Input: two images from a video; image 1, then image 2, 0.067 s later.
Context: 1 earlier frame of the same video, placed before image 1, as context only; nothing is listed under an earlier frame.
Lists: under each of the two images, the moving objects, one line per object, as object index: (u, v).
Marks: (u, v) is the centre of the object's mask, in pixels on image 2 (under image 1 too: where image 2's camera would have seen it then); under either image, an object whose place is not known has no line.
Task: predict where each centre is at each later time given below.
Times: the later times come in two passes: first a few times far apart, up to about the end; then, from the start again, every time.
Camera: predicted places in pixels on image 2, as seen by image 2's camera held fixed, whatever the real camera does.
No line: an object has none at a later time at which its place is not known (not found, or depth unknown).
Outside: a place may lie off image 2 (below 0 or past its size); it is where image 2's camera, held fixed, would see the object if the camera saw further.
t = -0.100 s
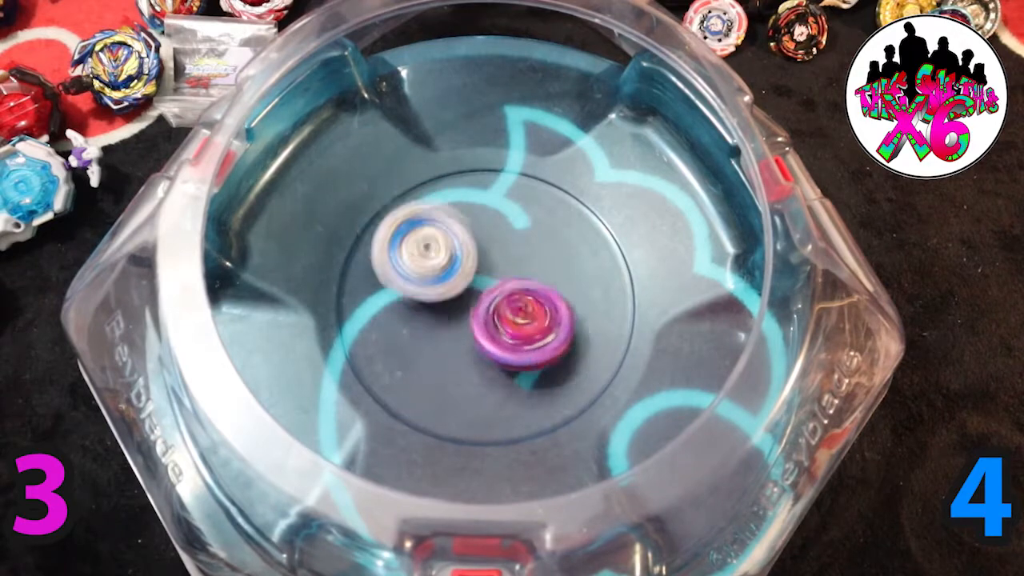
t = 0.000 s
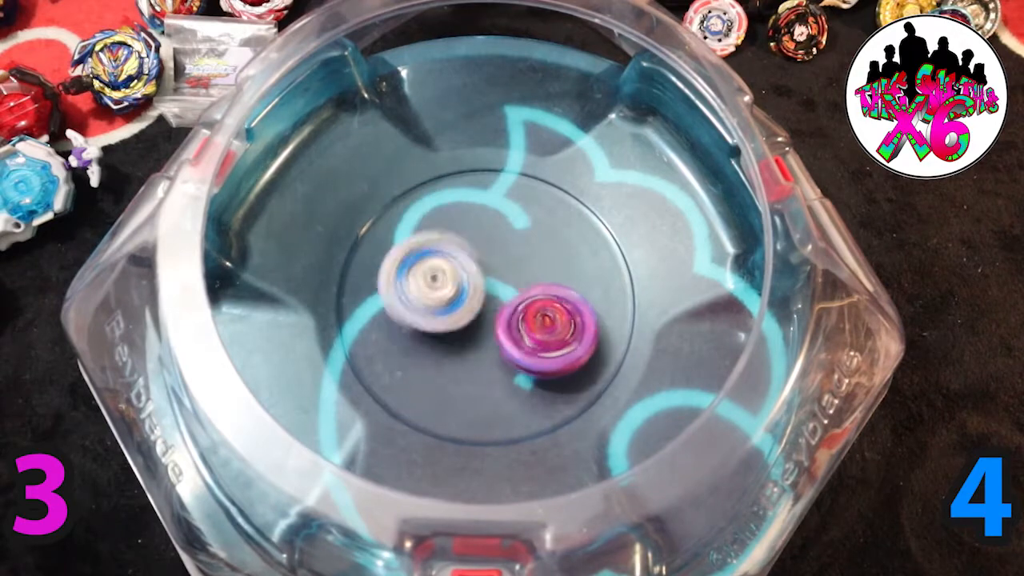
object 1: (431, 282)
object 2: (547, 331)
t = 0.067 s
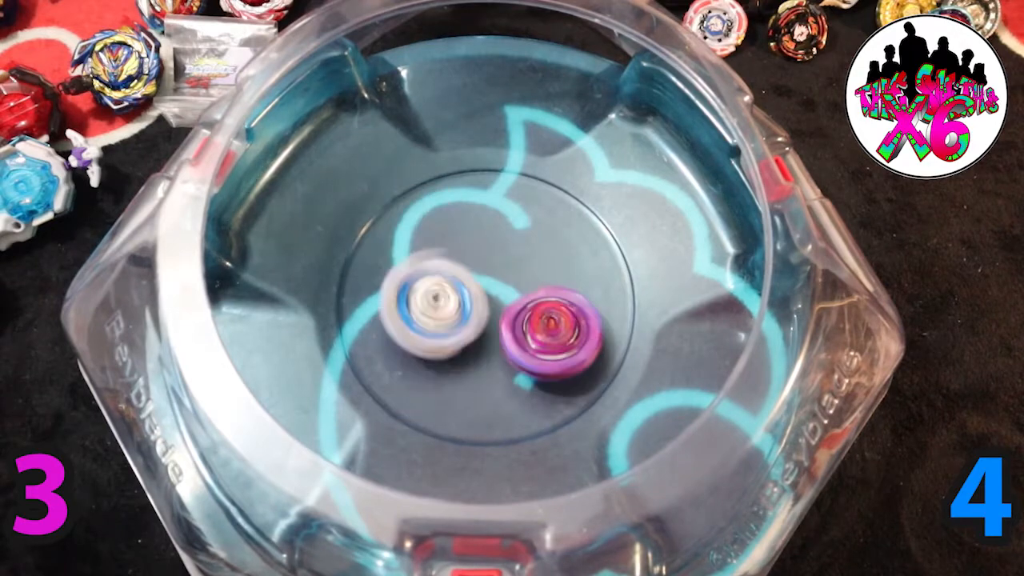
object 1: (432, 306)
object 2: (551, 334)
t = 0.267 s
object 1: (428, 360)
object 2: (541, 333)
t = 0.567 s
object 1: (424, 374)
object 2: (506, 303)
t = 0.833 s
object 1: (458, 371)
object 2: (546, 174)
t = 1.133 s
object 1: (541, 374)
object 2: (501, 205)
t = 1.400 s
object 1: (540, 388)
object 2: (468, 205)
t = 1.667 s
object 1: (544, 332)
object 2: (420, 266)
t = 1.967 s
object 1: (498, 283)
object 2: (393, 241)
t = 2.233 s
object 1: (502, 281)
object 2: (387, 244)
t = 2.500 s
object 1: (516, 310)
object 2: (415, 288)
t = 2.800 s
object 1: (542, 276)
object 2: (419, 356)
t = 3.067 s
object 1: (524, 297)
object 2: (466, 355)
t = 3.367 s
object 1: (499, 269)
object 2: (458, 378)
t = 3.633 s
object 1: (459, 263)
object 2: (457, 358)
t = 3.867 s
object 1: (458, 260)
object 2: (445, 352)
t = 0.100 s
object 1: (432, 315)
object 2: (550, 334)
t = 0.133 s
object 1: (435, 326)
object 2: (549, 334)
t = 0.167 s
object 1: (432, 337)
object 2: (546, 334)
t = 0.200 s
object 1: (433, 343)
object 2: (545, 334)
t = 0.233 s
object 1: (431, 354)
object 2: (543, 333)
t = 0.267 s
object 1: (428, 360)
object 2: (541, 333)
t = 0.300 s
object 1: (429, 367)
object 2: (539, 333)
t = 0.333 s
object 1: (424, 376)
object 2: (537, 332)
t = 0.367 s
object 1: (422, 379)
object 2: (535, 331)
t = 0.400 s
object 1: (422, 387)
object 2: (531, 329)
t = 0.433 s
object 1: (416, 388)
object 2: (528, 326)
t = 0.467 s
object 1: (417, 385)
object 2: (522, 322)
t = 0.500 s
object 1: (417, 385)
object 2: (517, 317)
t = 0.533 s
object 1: (420, 378)
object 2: (511, 311)
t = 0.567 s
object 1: (424, 374)
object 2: (506, 303)
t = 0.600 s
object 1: (427, 367)
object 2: (500, 294)
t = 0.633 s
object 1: (431, 377)
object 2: (502, 266)
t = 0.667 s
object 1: (431, 379)
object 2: (507, 238)
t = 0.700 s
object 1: (438, 382)
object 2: (514, 212)
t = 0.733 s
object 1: (441, 377)
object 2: (522, 192)
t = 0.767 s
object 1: (446, 379)
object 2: (534, 175)
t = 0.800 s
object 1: (454, 374)
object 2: (539, 172)
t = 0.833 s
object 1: (458, 371)
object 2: (546, 174)
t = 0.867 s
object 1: (469, 365)
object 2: (548, 179)
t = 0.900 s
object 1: (473, 361)
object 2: (548, 189)
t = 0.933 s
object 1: (483, 358)
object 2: (545, 199)
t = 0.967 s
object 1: (489, 352)
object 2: (540, 209)
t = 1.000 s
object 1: (499, 348)
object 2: (534, 220)
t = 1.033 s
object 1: (508, 341)
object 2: (529, 228)
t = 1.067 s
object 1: (514, 338)
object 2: (523, 239)
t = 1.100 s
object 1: (529, 356)
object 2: (511, 226)
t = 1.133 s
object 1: (541, 374)
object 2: (501, 205)
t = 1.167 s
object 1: (547, 387)
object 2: (490, 185)
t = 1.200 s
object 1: (554, 396)
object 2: (484, 171)
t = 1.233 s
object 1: (560, 401)
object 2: (477, 162)
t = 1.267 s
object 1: (557, 401)
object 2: (475, 162)
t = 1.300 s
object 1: (548, 399)
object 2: (470, 167)
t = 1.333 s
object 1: (541, 398)
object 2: (468, 177)
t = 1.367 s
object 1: (540, 394)
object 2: (468, 192)
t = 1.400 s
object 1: (540, 388)
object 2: (468, 205)
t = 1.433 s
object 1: (537, 379)
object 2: (470, 220)
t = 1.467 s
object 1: (533, 372)
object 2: (471, 233)
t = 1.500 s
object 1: (532, 365)
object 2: (471, 245)
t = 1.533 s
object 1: (532, 356)
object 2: (469, 255)
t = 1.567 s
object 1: (531, 346)
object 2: (466, 265)
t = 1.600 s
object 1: (531, 338)
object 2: (456, 270)
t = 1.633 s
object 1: (539, 335)
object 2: (437, 270)
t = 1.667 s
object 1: (544, 332)
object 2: (420, 266)
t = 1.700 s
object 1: (545, 327)
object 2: (405, 263)
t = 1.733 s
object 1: (542, 320)
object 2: (394, 258)
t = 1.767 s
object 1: (537, 313)
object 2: (387, 254)
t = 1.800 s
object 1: (532, 307)
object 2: (382, 248)
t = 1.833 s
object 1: (526, 301)
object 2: (380, 246)
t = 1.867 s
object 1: (520, 295)
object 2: (383, 243)
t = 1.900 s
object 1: (513, 290)
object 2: (385, 242)
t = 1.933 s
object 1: (505, 286)
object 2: (388, 241)
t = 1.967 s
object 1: (498, 283)
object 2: (393, 241)
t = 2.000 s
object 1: (494, 281)
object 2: (395, 241)
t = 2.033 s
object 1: (503, 281)
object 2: (385, 239)
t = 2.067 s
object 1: (510, 280)
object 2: (380, 238)
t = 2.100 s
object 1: (510, 280)
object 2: (379, 238)
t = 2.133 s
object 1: (507, 279)
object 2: (381, 241)
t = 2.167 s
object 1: (500, 279)
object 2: (387, 242)
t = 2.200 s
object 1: (495, 280)
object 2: (393, 244)
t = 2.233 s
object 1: (502, 281)
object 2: (387, 244)
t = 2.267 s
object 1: (509, 284)
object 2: (381, 245)
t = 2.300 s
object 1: (511, 286)
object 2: (380, 248)
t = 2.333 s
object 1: (513, 290)
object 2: (385, 253)
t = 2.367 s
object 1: (516, 293)
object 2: (390, 257)
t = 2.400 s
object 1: (517, 297)
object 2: (397, 264)
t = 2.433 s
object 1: (518, 301)
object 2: (403, 270)
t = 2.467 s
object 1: (517, 306)
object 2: (410, 279)
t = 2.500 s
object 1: (516, 310)
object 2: (415, 288)
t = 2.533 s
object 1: (528, 300)
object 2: (399, 316)
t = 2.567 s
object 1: (541, 288)
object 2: (385, 335)
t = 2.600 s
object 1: (543, 283)
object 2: (377, 351)
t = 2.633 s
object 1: (546, 276)
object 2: (376, 364)
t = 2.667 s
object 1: (547, 275)
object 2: (383, 366)
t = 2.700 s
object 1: (543, 272)
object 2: (391, 365)
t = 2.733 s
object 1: (543, 275)
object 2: (400, 362)
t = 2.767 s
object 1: (542, 276)
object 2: (409, 358)
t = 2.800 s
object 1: (542, 276)
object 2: (419, 356)
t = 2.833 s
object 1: (539, 277)
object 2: (429, 352)
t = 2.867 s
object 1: (536, 279)
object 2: (437, 350)
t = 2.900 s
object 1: (535, 281)
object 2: (445, 348)
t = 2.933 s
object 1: (533, 286)
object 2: (452, 348)
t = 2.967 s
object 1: (529, 287)
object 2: (458, 349)
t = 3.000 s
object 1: (528, 292)
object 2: (462, 350)
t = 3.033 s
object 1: (524, 296)
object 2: (464, 352)
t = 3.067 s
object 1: (524, 297)
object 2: (466, 355)
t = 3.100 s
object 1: (520, 297)
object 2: (467, 359)
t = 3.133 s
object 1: (522, 293)
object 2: (468, 359)
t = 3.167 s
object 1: (517, 290)
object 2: (467, 360)
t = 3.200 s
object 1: (518, 287)
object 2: (466, 358)
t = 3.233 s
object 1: (508, 290)
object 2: (465, 356)
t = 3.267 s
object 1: (509, 289)
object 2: (462, 357)
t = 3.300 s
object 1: (506, 280)
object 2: (460, 363)
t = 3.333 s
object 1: (501, 275)
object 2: (459, 372)
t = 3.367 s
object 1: (499, 269)
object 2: (458, 378)
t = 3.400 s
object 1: (495, 265)
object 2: (457, 381)
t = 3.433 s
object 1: (489, 261)
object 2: (455, 383)
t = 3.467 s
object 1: (483, 259)
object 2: (454, 382)
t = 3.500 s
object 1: (479, 258)
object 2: (453, 379)
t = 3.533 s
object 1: (474, 258)
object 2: (452, 374)
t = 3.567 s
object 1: (470, 260)
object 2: (454, 368)
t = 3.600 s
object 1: (464, 261)
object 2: (455, 363)
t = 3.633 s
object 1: (459, 263)
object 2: (457, 358)
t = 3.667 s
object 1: (456, 266)
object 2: (456, 355)
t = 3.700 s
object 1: (457, 261)
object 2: (453, 355)
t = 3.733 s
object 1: (459, 256)
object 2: (451, 354)
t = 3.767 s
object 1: (459, 253)
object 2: (448, 352)
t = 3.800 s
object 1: (456, 254)
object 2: (446, 352)
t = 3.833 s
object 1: (456, 256)
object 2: (445, 352)
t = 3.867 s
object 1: (458, 260)
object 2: (445, 352)
